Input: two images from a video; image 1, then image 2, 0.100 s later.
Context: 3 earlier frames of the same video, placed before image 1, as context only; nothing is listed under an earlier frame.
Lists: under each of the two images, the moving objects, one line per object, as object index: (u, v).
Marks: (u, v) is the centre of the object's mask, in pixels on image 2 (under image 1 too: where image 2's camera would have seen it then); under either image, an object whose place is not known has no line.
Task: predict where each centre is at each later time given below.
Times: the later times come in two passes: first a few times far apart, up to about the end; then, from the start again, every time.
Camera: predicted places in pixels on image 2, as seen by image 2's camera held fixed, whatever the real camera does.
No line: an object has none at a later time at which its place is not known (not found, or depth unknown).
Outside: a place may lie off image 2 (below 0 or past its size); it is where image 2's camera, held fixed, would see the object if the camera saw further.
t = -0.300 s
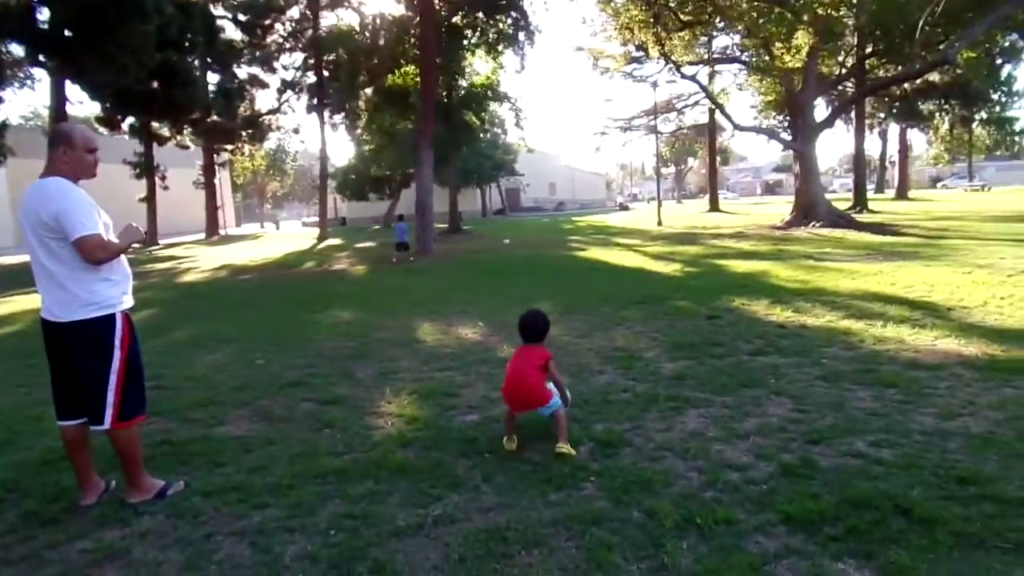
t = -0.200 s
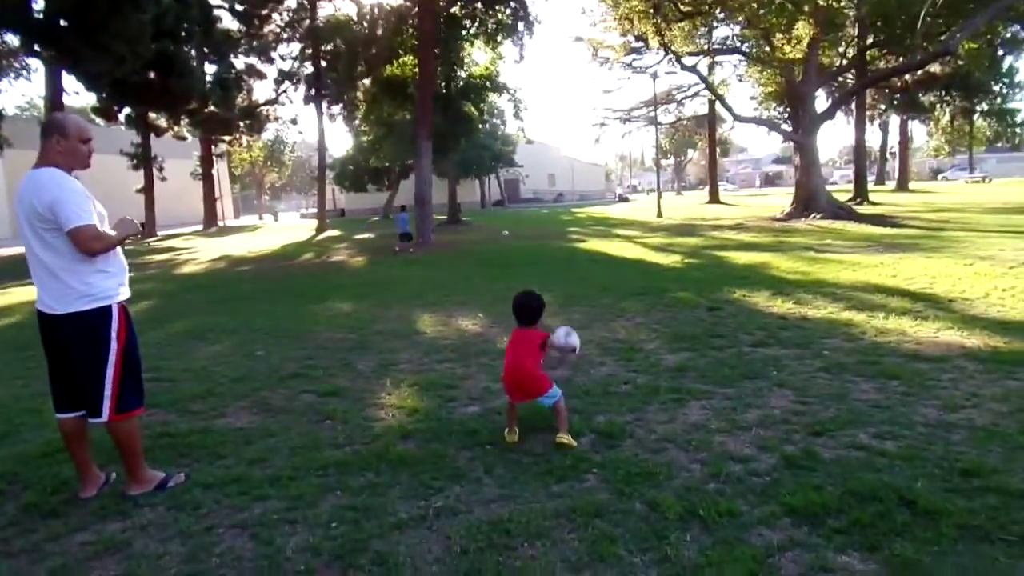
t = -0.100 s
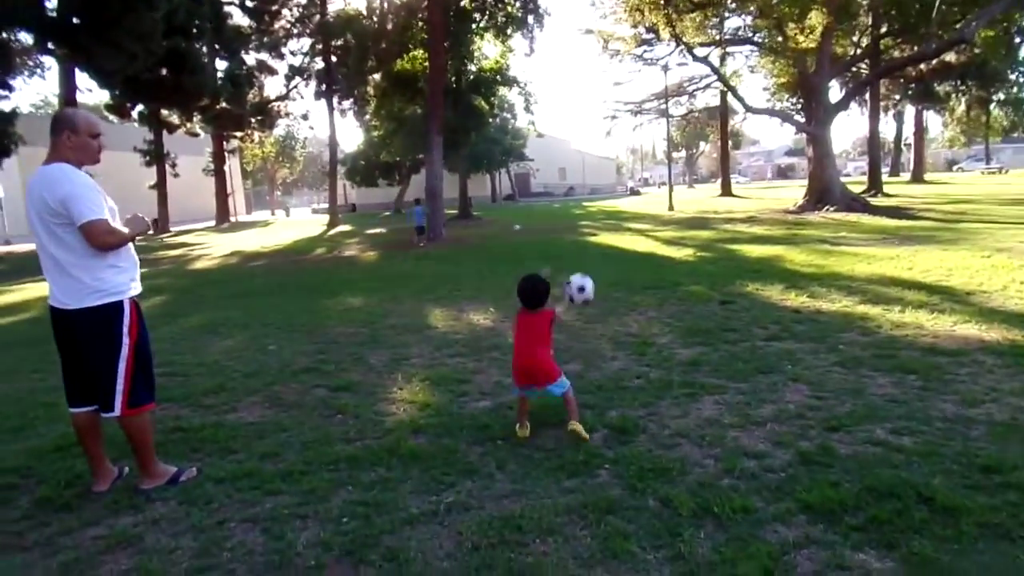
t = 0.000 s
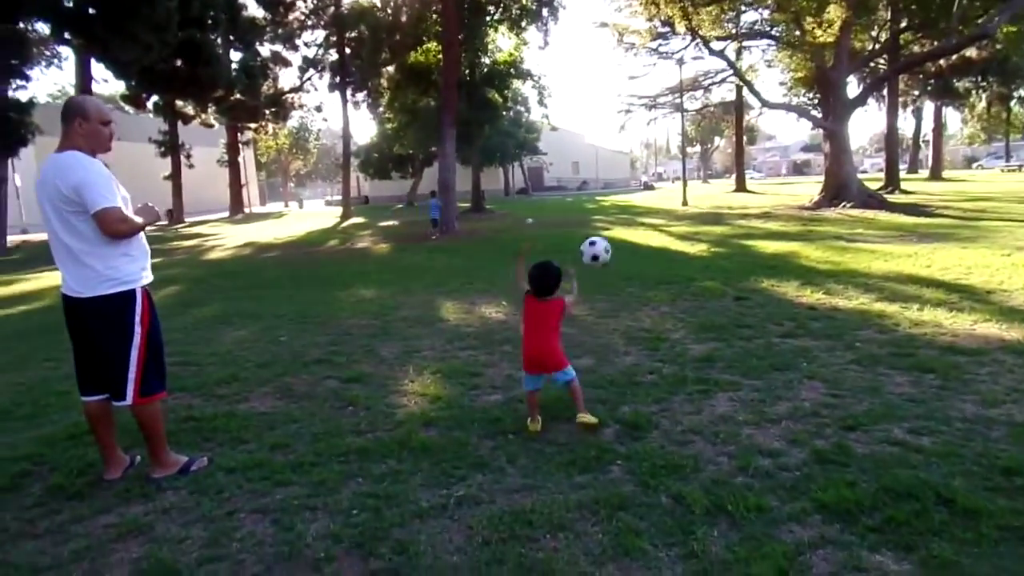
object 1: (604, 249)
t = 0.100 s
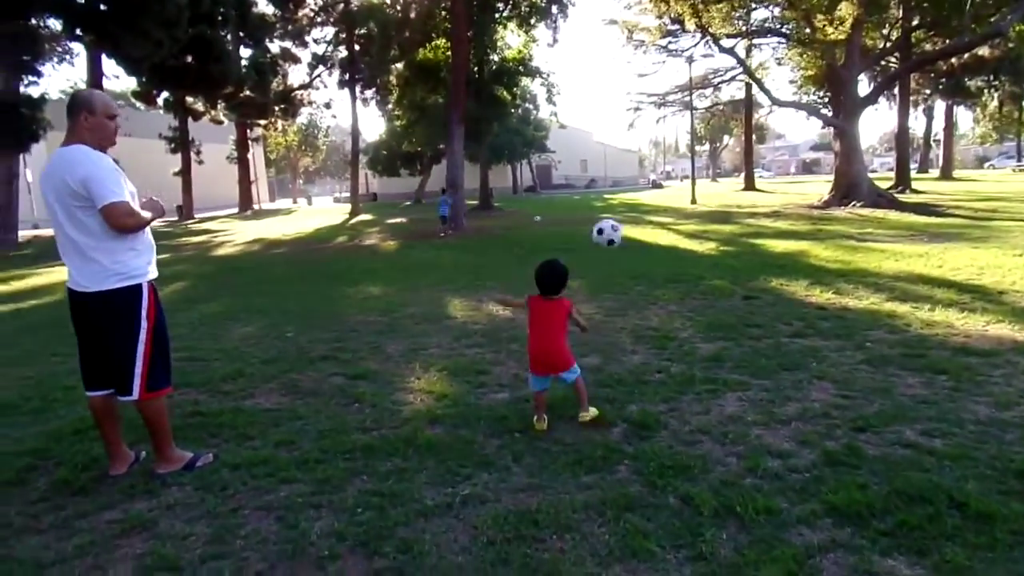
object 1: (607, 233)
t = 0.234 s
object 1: (612, 235)
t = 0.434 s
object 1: (621, 279)
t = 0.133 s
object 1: (608, 230)
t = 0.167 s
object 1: (610, 231)
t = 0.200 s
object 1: (611, 232)
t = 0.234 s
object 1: (612, 235)
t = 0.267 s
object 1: (614, 239)
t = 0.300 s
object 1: (616, 245)
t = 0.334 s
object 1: (617, 252)
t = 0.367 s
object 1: (619, 259)
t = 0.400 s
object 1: (620, 269)
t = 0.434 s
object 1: (621, 279)
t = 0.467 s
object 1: (623, 291)
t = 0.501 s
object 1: (624, 303)
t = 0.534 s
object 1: (625, 316)
